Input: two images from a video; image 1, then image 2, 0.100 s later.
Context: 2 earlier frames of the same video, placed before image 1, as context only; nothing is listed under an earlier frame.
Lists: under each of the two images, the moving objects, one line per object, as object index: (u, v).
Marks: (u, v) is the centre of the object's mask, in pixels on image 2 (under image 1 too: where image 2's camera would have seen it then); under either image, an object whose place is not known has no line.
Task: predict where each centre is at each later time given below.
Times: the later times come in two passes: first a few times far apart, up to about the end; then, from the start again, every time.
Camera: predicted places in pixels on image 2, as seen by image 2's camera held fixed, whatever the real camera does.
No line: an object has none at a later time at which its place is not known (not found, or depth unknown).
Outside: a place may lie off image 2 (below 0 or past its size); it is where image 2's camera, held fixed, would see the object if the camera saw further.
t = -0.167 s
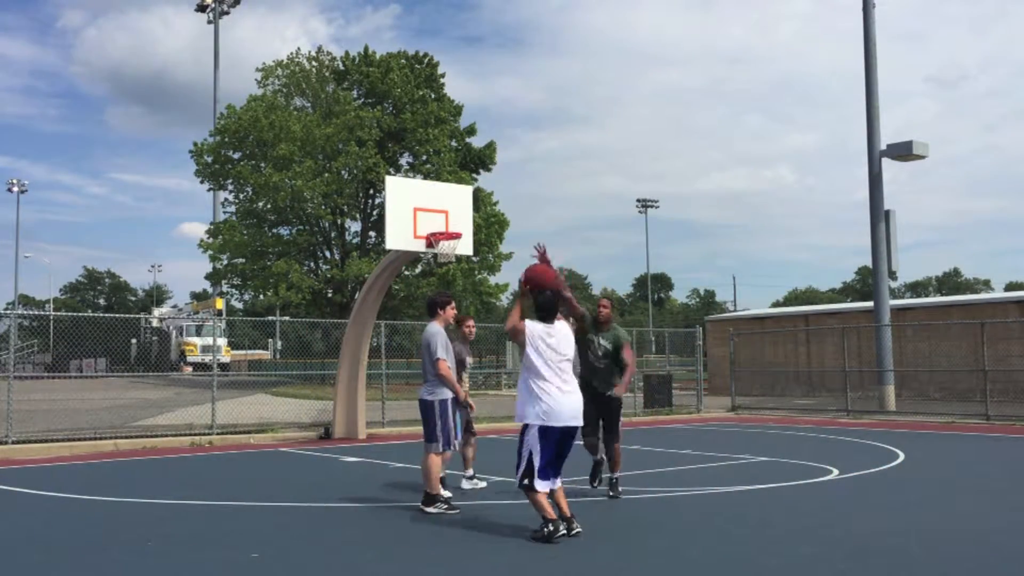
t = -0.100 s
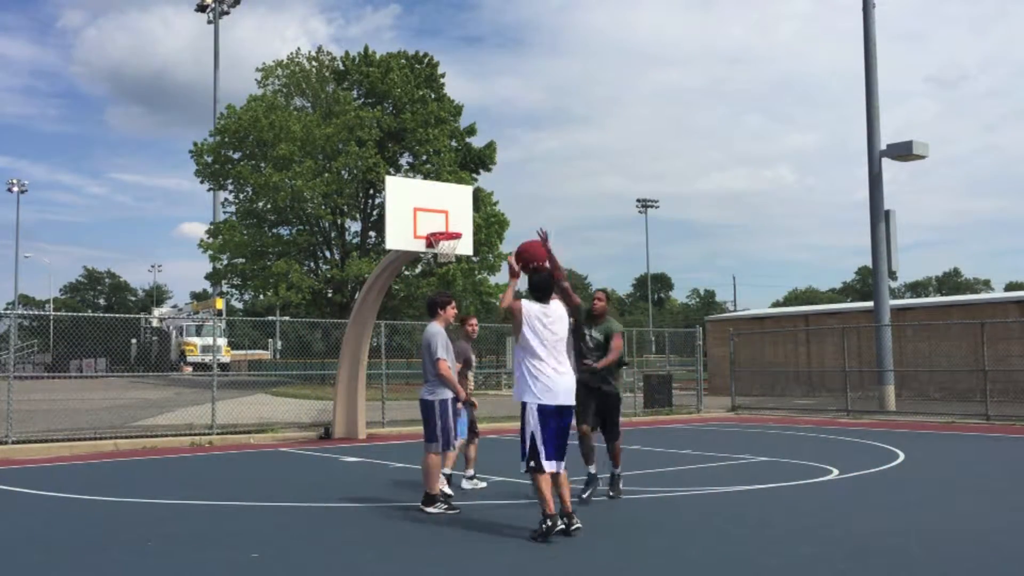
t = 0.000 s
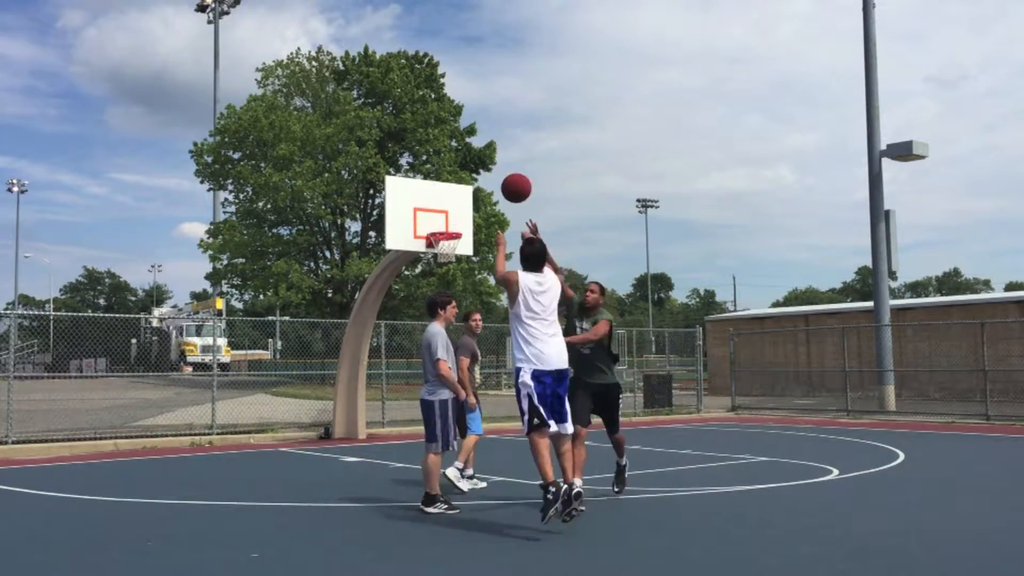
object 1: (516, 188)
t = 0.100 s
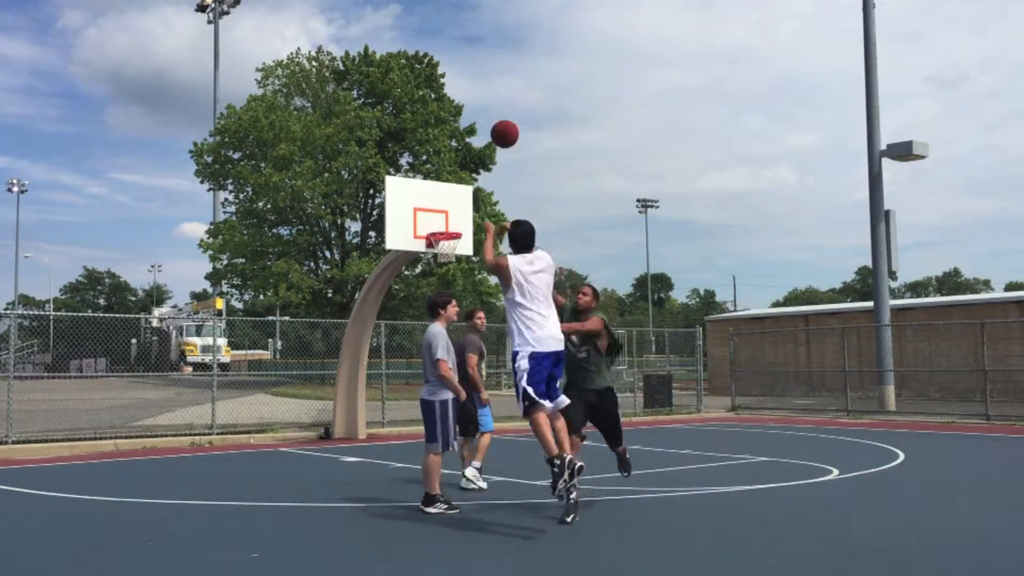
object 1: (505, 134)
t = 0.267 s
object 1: (489, 81)
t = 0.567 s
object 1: (468, 70)
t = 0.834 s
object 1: (456, 119)
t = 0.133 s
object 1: (501, 120)
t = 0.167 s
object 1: (498, 108)
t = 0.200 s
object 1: (495, 97)
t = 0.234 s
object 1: (492, 89)
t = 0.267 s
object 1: (489, 81)
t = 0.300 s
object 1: (486, 76)
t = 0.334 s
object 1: (484, 71)
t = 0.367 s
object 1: (481, 67)
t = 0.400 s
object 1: (479, 65)
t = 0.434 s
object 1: (476, 64)
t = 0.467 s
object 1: (474, 64)
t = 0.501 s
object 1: (472, 65)
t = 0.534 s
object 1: (470, 67)
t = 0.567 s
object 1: (468, 70)
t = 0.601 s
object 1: (467, 73)
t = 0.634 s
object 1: (465, 78)
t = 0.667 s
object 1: (463, 83)
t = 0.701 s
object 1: (462, 88)
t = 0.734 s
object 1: (460, 95)
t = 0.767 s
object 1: (459, 102)
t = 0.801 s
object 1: (458, 110)
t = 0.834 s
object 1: (456, 119)
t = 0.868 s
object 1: (455, 127)
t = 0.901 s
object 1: (454, 136)
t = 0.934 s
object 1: (453, 147)
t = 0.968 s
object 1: (452, 158)
